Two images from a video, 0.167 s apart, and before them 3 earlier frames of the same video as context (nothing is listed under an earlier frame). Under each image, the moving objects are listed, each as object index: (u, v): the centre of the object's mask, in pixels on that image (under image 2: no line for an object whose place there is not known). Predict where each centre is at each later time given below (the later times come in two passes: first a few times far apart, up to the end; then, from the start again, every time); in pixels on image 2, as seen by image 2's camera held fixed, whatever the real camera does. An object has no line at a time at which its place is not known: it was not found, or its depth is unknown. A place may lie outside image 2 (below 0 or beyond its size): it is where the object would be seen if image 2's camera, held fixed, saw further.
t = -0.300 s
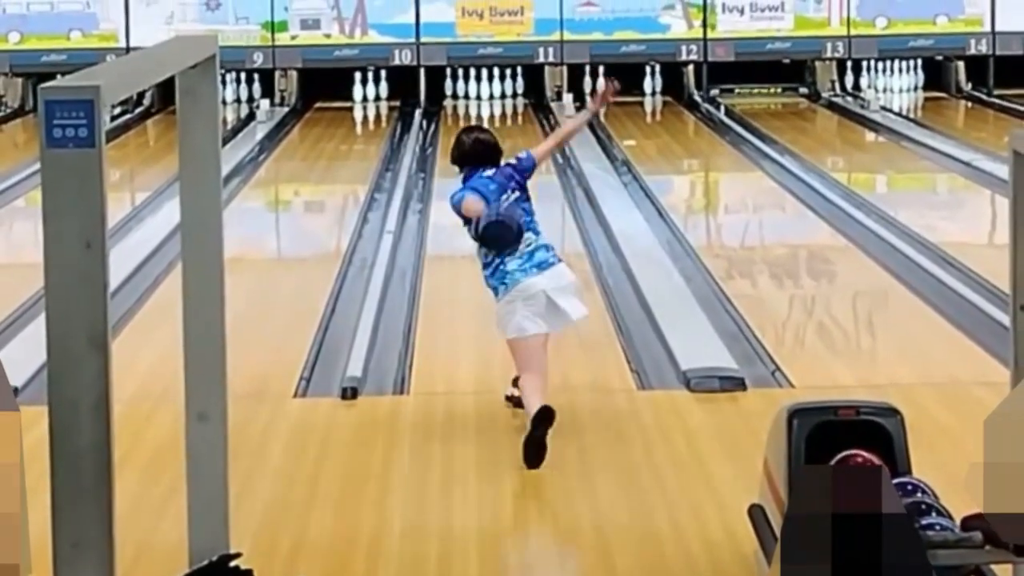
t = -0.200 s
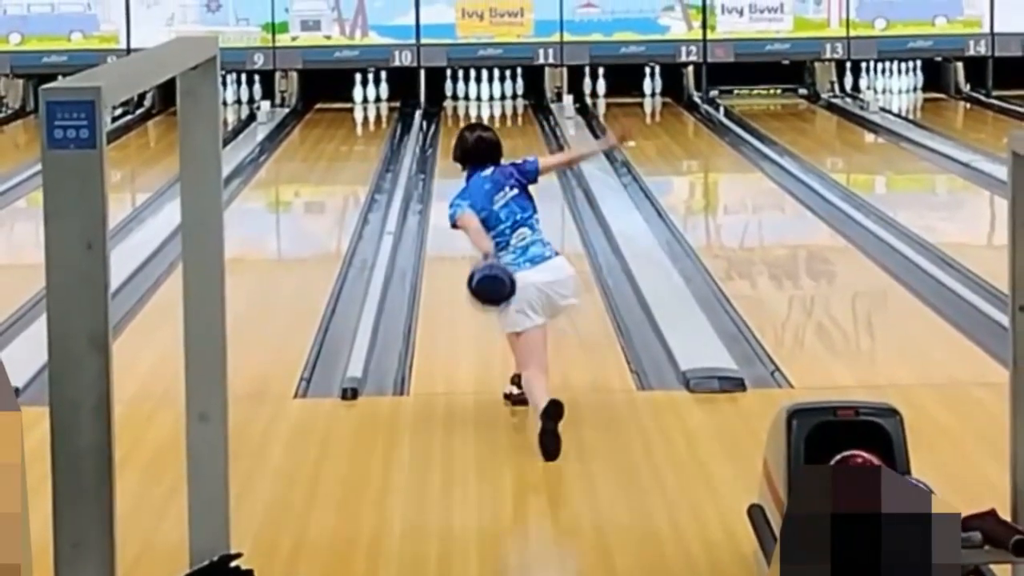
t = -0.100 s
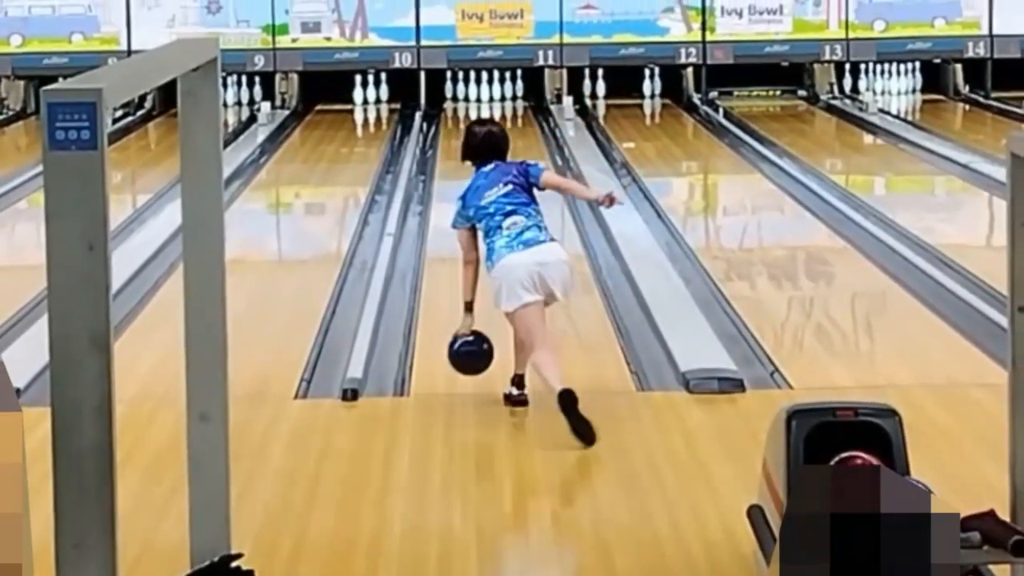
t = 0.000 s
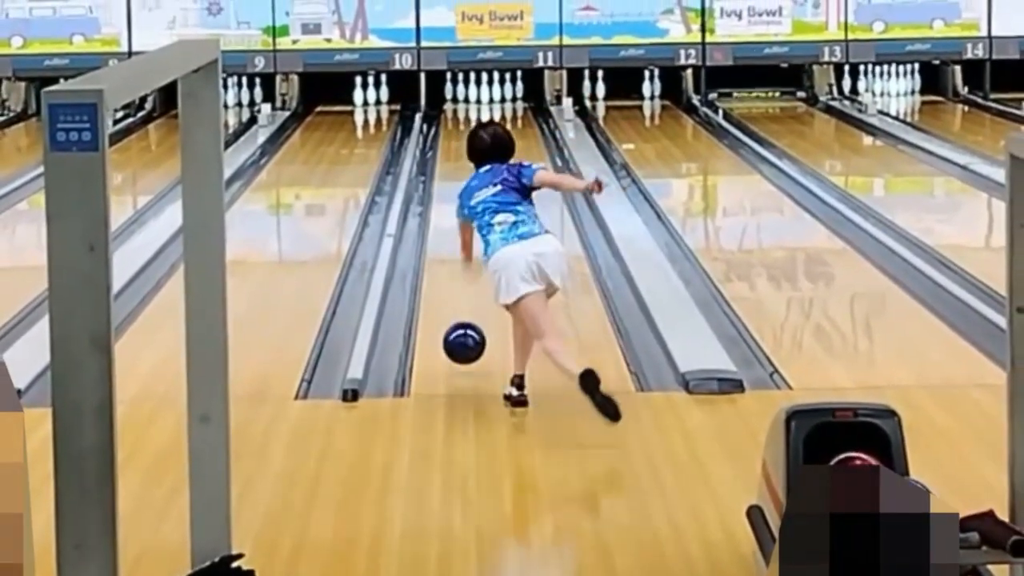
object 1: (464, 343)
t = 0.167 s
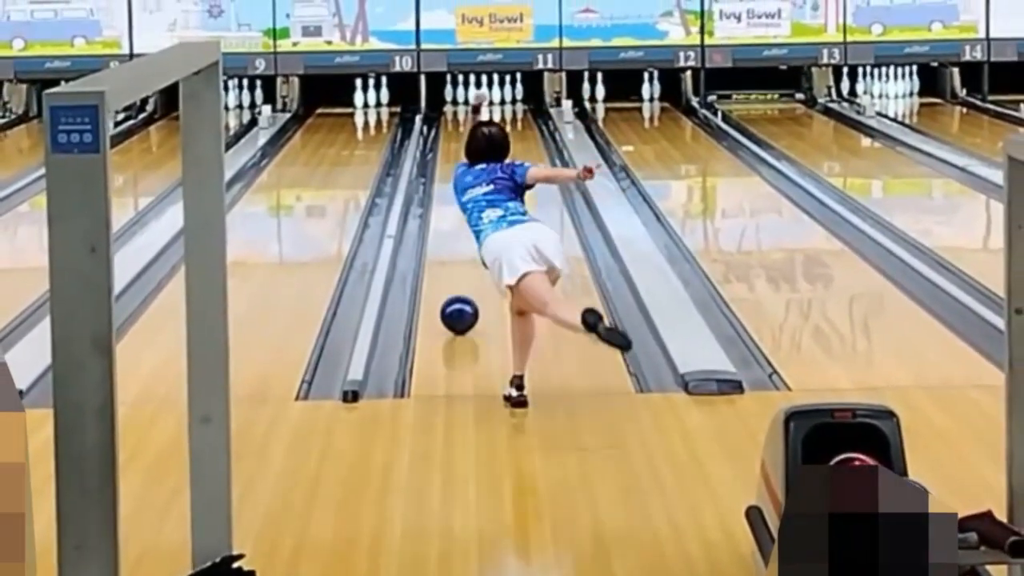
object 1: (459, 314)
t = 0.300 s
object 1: (456, 288)
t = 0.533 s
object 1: (452, 249)
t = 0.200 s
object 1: (458, 307)
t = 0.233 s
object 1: (458, 300)
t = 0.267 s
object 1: (457, 294)
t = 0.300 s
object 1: (456, 288)
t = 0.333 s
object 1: (455, 281)
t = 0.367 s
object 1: (455, 275)
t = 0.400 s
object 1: (454, 270)
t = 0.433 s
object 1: (453, 264)
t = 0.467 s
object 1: (453, 259)
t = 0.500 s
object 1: (452, 254)
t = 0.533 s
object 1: (452, 249)
